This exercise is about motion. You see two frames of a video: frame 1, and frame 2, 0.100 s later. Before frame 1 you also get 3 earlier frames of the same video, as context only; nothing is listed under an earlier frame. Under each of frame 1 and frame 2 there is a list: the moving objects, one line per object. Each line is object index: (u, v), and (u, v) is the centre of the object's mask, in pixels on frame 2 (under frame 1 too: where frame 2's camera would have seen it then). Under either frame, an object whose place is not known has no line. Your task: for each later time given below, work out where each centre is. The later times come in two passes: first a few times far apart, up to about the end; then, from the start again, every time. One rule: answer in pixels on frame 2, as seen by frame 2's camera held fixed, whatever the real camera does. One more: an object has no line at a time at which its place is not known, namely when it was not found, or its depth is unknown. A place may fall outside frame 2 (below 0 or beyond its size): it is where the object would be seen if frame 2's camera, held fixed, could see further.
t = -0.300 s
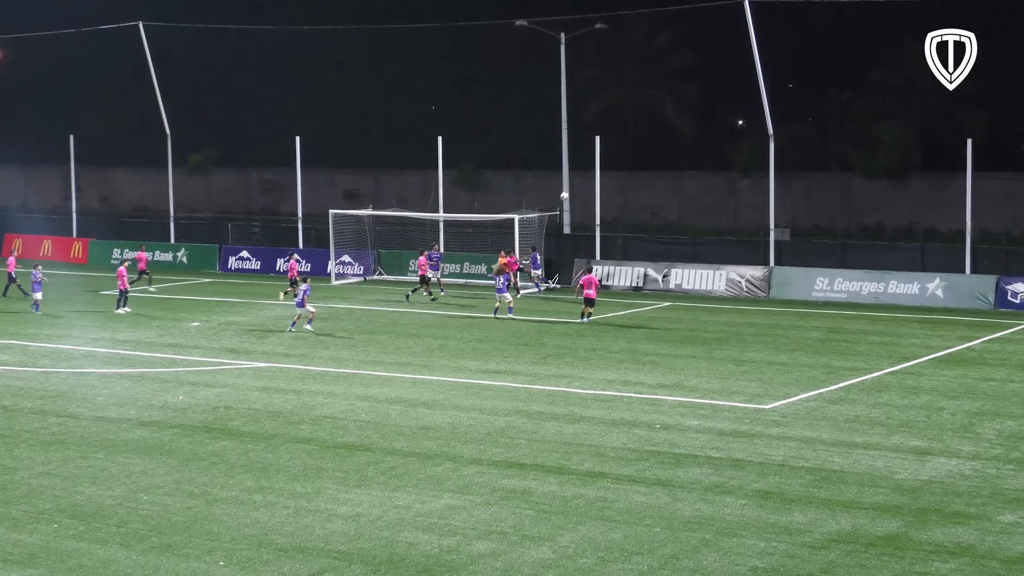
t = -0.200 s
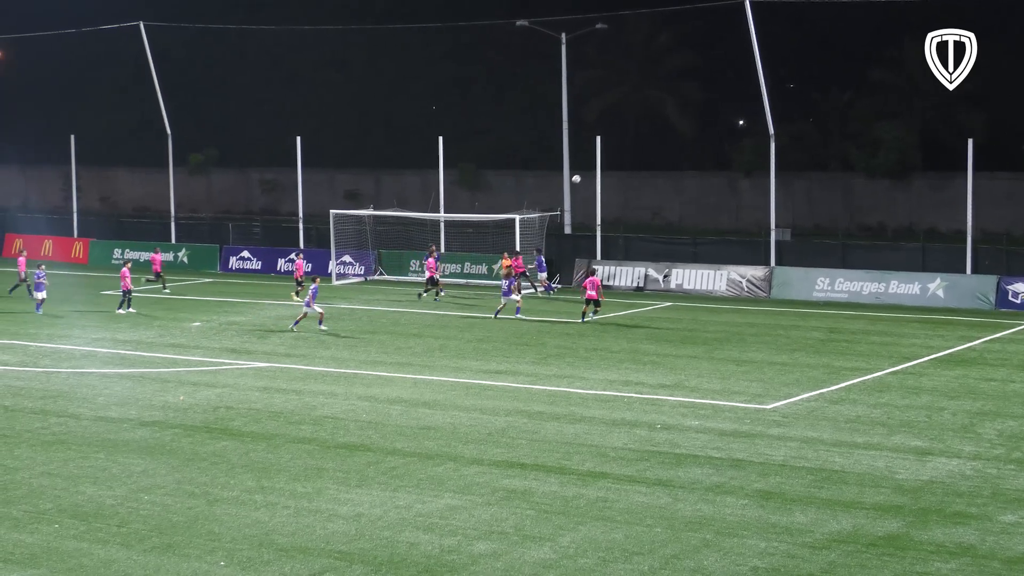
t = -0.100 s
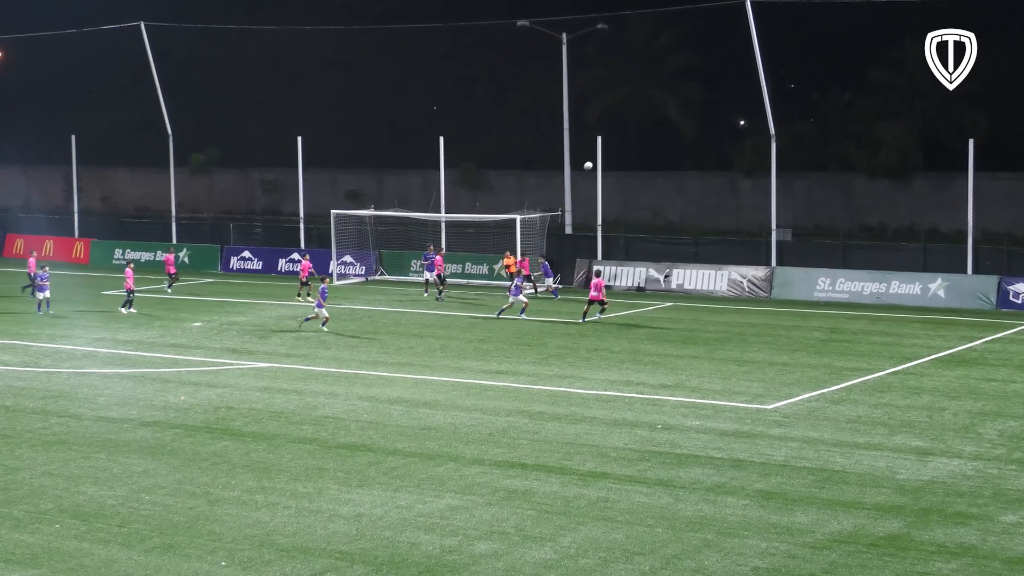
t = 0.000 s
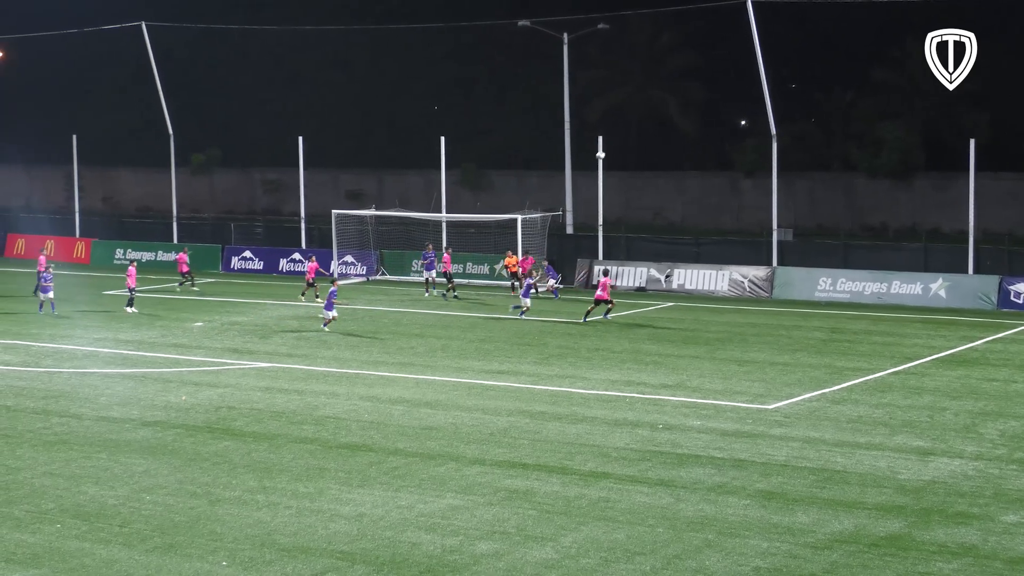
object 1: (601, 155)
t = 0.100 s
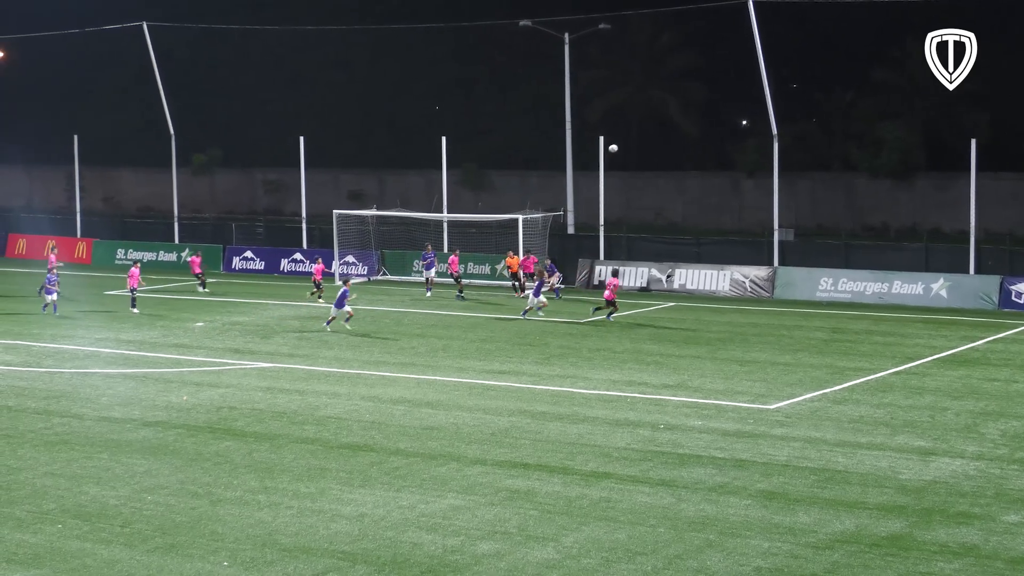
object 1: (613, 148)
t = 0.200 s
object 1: (625, 145)
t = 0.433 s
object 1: (650, 151)
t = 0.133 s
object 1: (617, 147)
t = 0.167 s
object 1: (621, 146)
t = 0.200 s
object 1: (625, 145)
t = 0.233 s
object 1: (630, 145)
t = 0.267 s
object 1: (634, 145)
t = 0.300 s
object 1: (638, 146)
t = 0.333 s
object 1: (641, 147)
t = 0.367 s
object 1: (645, 148)
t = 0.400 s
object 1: (648, 150)
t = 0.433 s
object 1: (650, 151)
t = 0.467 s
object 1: (652, 153)
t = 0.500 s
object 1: (654, 156)
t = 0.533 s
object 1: (655, 159)
